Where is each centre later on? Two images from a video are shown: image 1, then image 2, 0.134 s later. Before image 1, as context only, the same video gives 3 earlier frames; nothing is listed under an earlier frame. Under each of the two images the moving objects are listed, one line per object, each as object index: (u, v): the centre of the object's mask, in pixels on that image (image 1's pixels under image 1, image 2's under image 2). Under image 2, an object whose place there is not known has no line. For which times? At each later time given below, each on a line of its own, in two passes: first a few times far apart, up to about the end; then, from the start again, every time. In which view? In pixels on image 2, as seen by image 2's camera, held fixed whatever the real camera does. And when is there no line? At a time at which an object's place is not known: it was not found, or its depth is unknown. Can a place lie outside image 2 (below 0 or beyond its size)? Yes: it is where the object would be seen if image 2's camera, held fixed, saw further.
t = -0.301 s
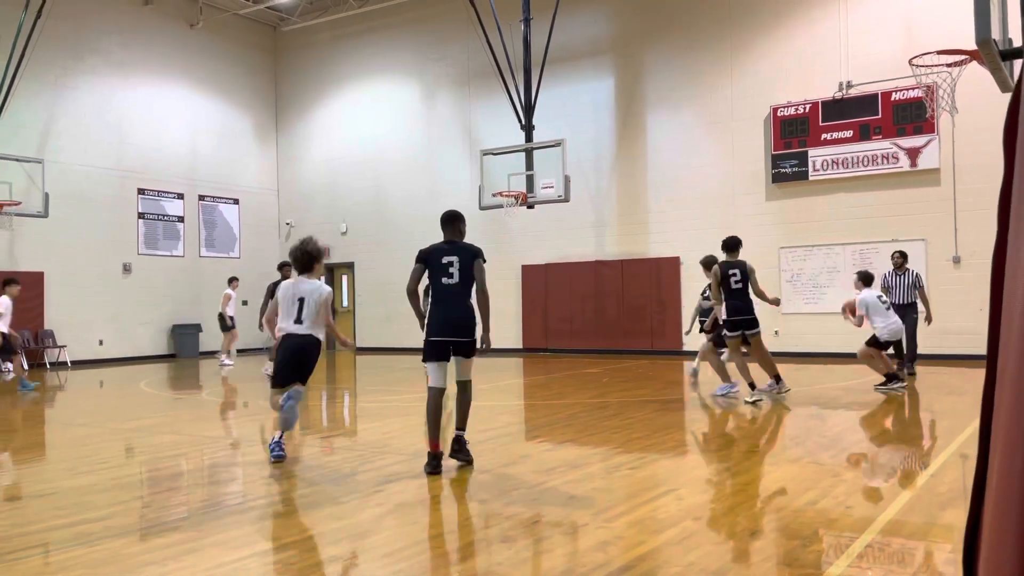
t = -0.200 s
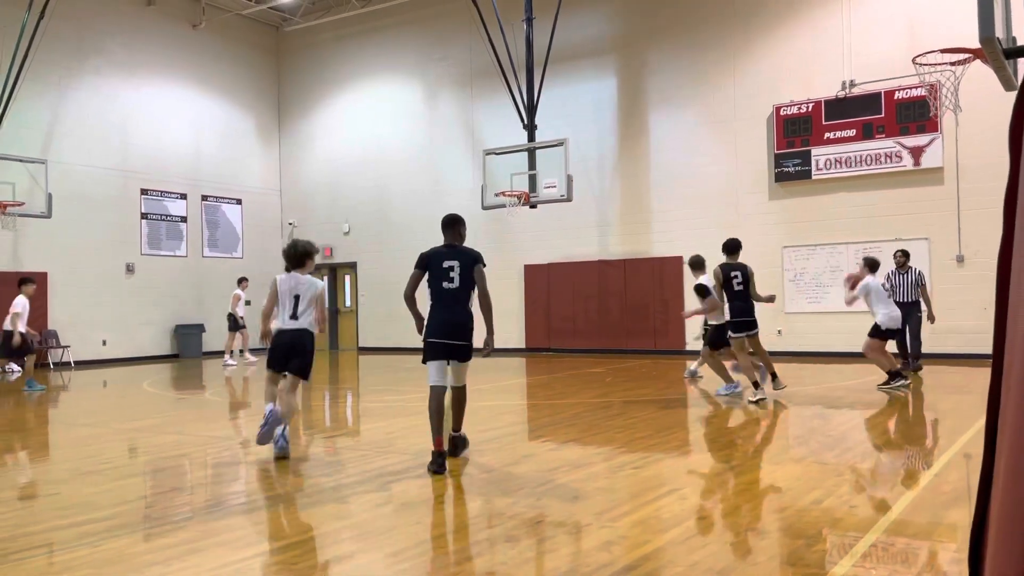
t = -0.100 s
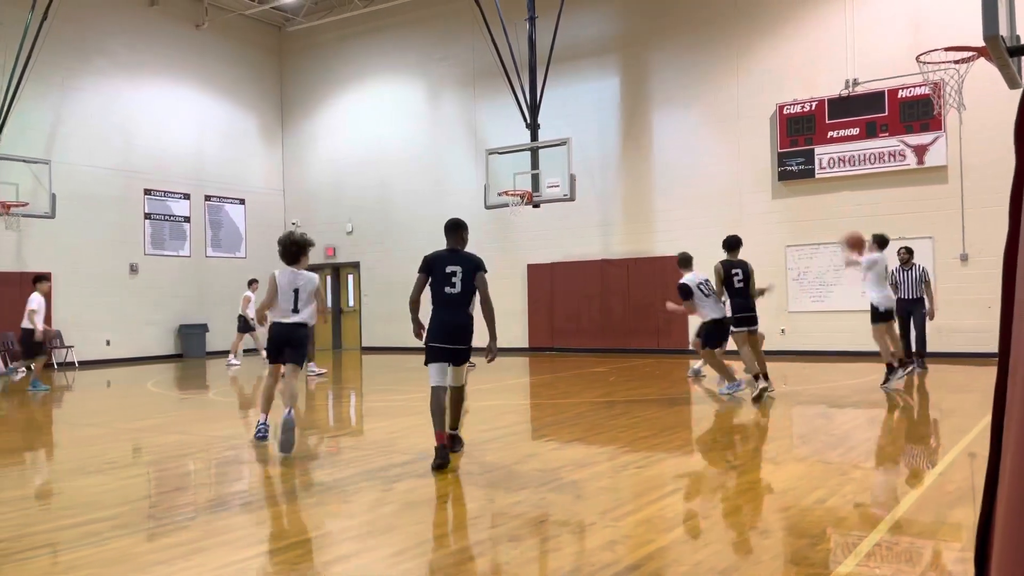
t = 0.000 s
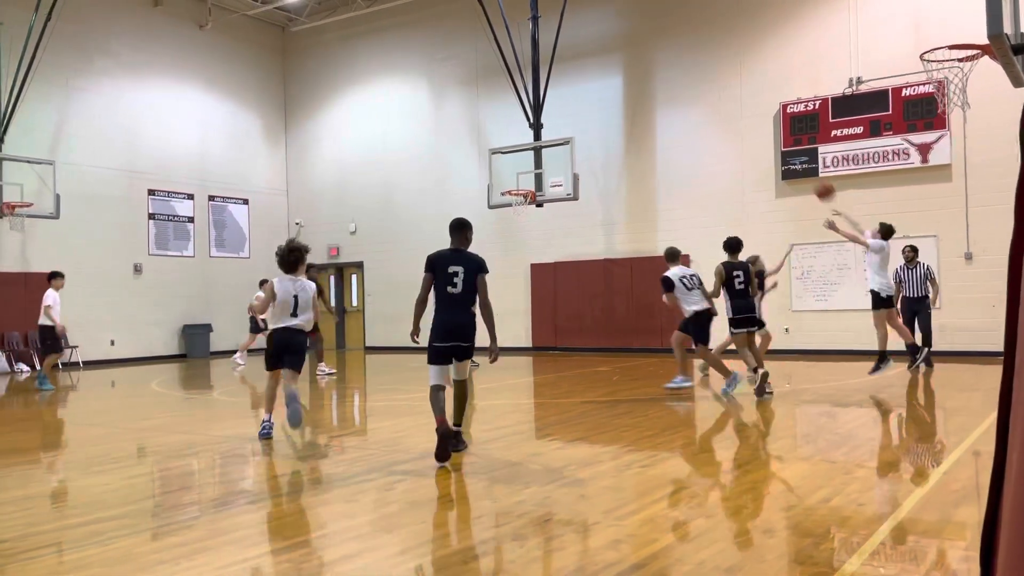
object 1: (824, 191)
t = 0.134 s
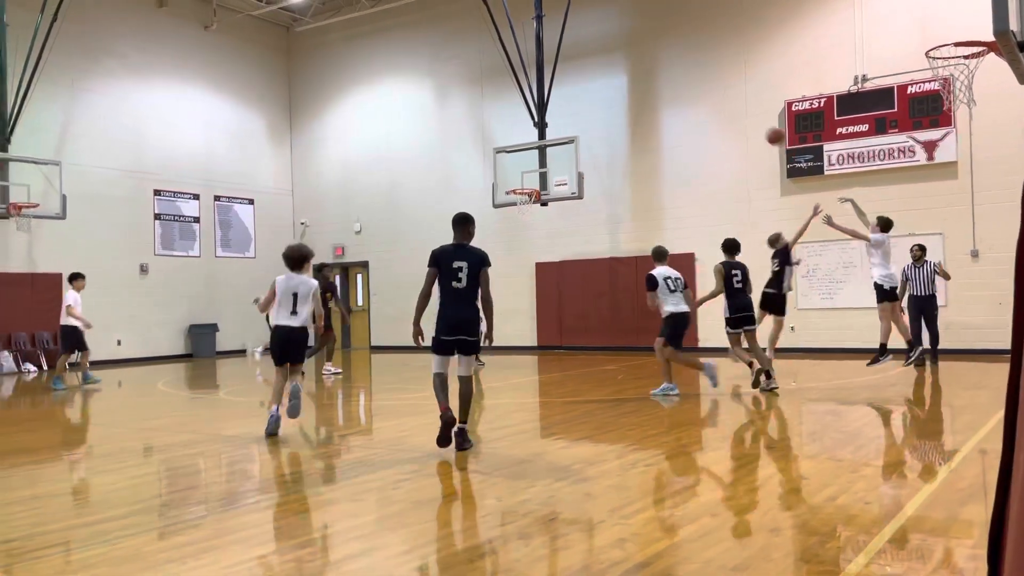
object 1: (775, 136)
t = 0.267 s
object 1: (727, 101)
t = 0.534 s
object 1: (645, 77)
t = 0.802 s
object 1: (579, 97)
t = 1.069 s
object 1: (522, 154)
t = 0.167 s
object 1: (762, 125)
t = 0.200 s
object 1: (750, 116)
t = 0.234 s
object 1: (738, 108)
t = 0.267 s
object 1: (727, 101)
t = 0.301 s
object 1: (716, 95)
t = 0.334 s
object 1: (704, 90)
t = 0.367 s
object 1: (694, 86)
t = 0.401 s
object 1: (684, 82)
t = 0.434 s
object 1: (674, 80)
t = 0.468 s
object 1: (664, 78)
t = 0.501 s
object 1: (654, 77)
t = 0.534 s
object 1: (645, 77)
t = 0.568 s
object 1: (636, 77)
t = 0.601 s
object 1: (628, 78)
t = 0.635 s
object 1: (619, 79)
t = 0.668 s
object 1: (610, 82)
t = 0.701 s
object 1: (603, 84)
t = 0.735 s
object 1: (594, 88)
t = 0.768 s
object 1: (586, 92)
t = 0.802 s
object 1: (579, 97)
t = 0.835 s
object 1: (571, 102)
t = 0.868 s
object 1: (564, 108)
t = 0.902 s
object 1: (557, 114)
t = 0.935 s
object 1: (549, 121)
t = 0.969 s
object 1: (542, 127)
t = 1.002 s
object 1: (535, 136)
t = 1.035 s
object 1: (528, 144)
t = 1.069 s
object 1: (522, 154)
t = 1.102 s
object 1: (515, 163)
